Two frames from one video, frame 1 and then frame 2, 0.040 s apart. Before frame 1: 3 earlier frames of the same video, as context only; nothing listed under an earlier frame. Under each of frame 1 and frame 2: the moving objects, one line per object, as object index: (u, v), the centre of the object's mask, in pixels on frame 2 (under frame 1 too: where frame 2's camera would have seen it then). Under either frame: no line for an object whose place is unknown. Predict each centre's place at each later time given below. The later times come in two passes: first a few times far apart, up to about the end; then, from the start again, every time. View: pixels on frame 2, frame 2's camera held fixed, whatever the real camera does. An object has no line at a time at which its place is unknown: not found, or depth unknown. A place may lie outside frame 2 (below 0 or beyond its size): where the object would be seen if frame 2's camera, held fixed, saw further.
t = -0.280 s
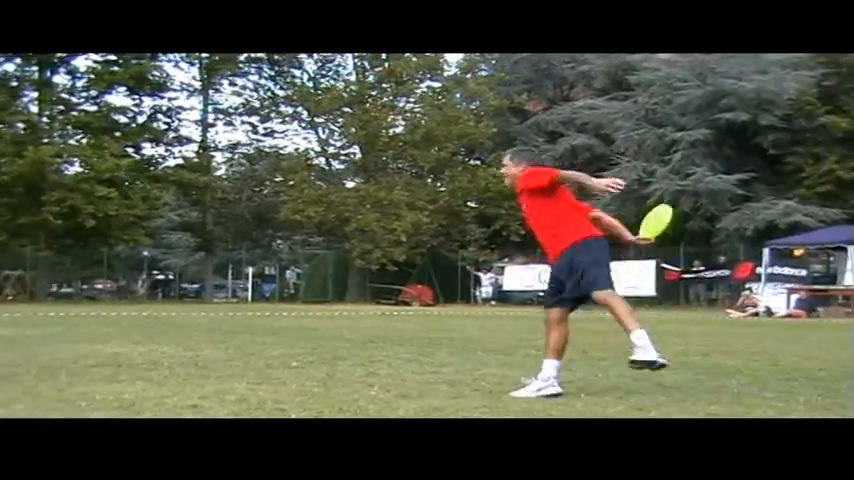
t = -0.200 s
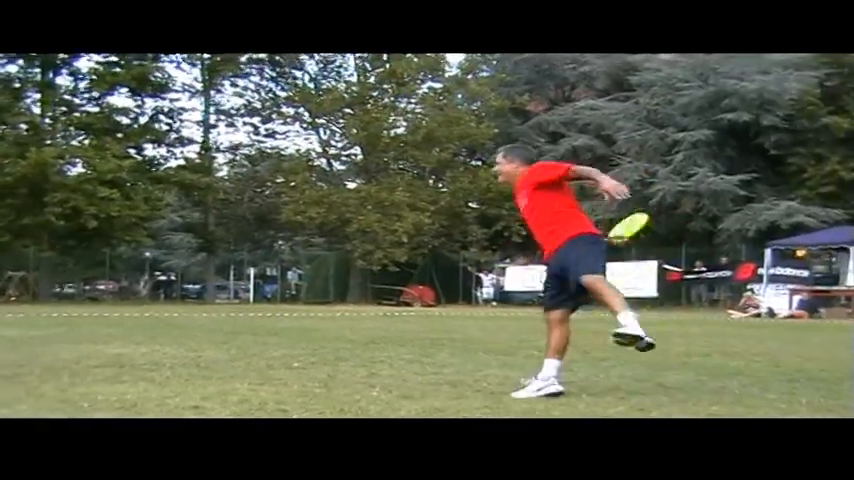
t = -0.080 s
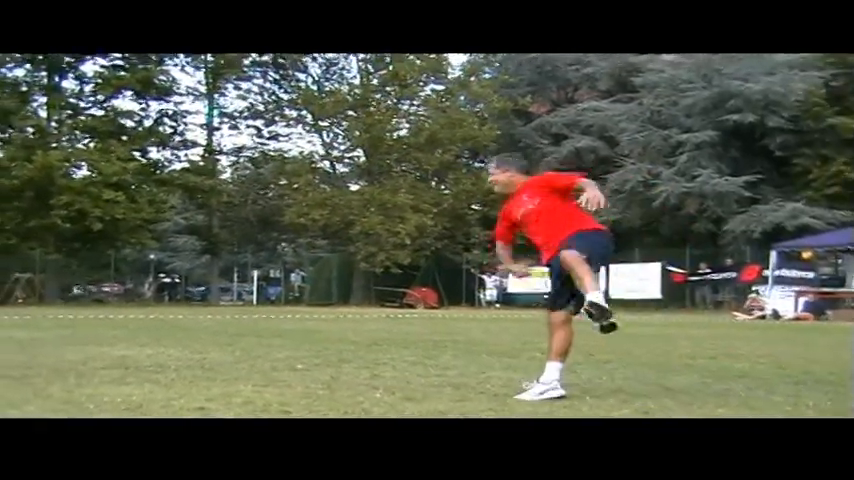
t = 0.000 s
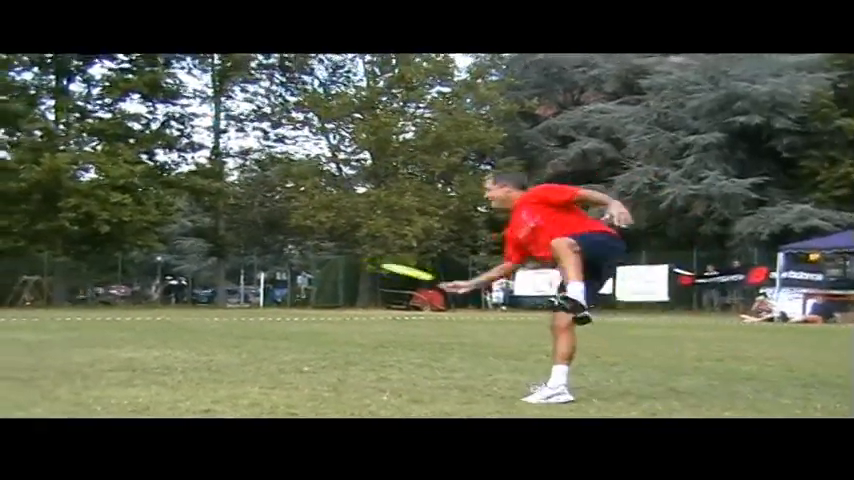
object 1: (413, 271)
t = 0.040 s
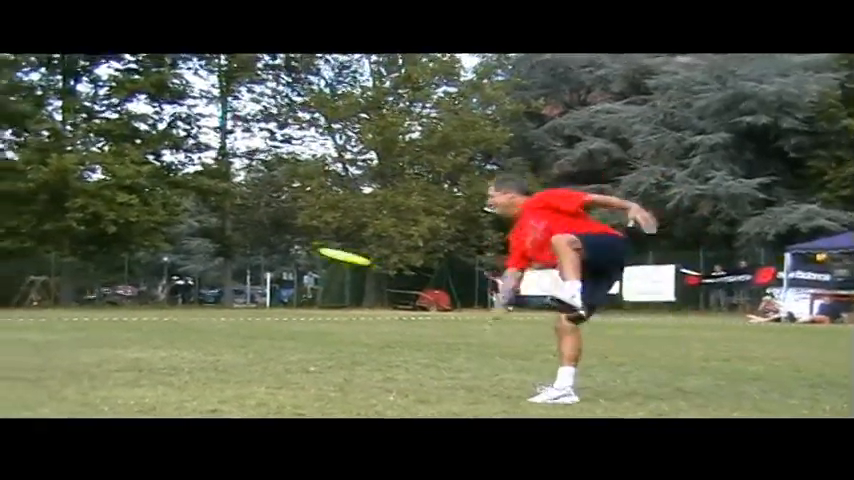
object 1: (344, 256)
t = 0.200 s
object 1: (109, 196)
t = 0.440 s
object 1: (-171, 122)
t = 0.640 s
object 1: (-367, 77)
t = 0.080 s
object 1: (282, 241)
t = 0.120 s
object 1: (220, 226)
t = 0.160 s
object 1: (163, 211)
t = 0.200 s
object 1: (109, 196)
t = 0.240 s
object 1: (57, 182)
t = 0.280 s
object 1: (7, 169)
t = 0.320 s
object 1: (-40, 156)
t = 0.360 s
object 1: (-86, 144)
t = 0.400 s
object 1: (-129, 133)
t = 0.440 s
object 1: (-171, 122)
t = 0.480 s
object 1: (-215, 111)
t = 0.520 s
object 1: (-253, 102)
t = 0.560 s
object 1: (-290, 93)
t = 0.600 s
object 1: (-330, 84)
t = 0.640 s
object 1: (-367, 77)
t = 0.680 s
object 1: (-402, 70)
